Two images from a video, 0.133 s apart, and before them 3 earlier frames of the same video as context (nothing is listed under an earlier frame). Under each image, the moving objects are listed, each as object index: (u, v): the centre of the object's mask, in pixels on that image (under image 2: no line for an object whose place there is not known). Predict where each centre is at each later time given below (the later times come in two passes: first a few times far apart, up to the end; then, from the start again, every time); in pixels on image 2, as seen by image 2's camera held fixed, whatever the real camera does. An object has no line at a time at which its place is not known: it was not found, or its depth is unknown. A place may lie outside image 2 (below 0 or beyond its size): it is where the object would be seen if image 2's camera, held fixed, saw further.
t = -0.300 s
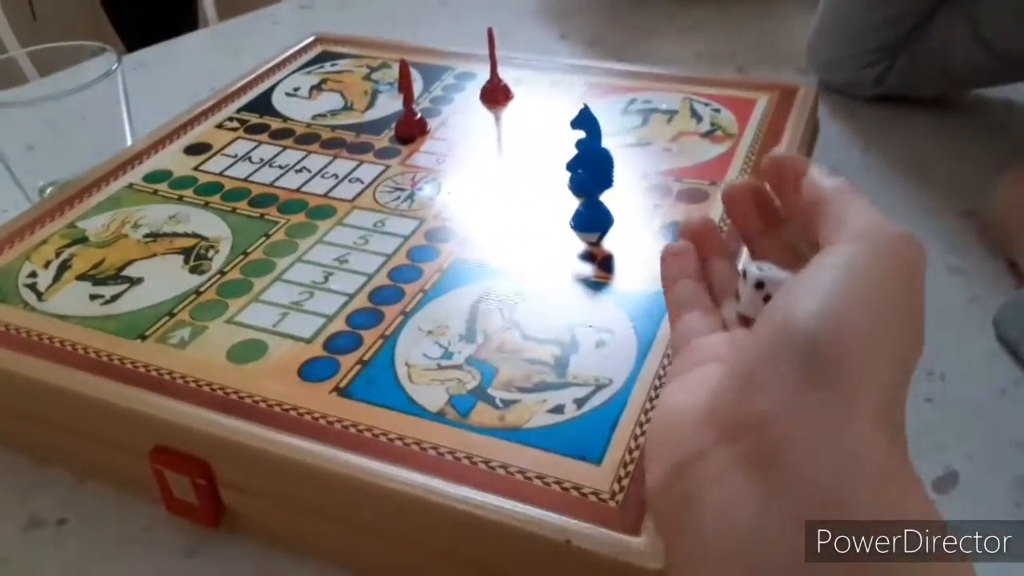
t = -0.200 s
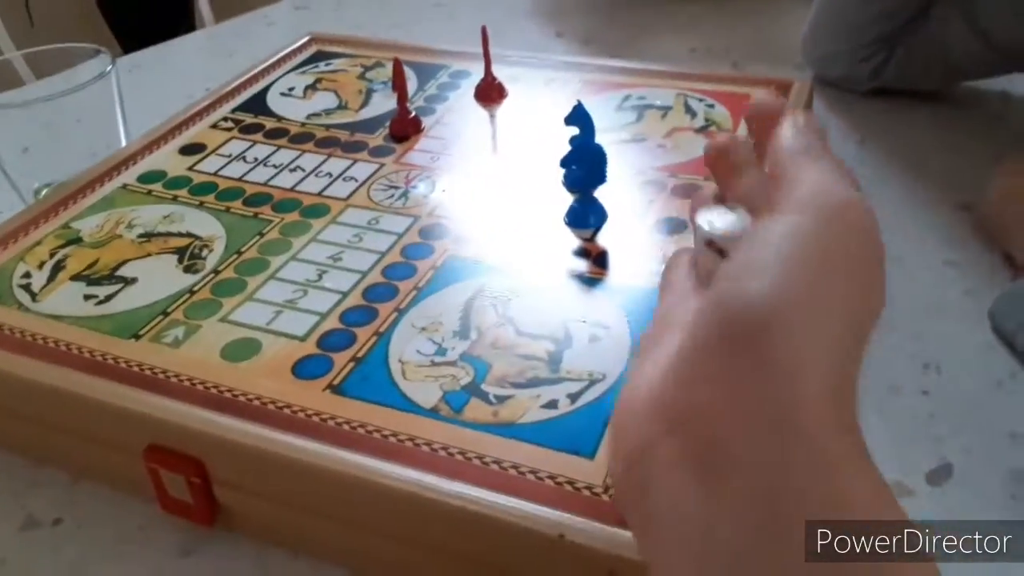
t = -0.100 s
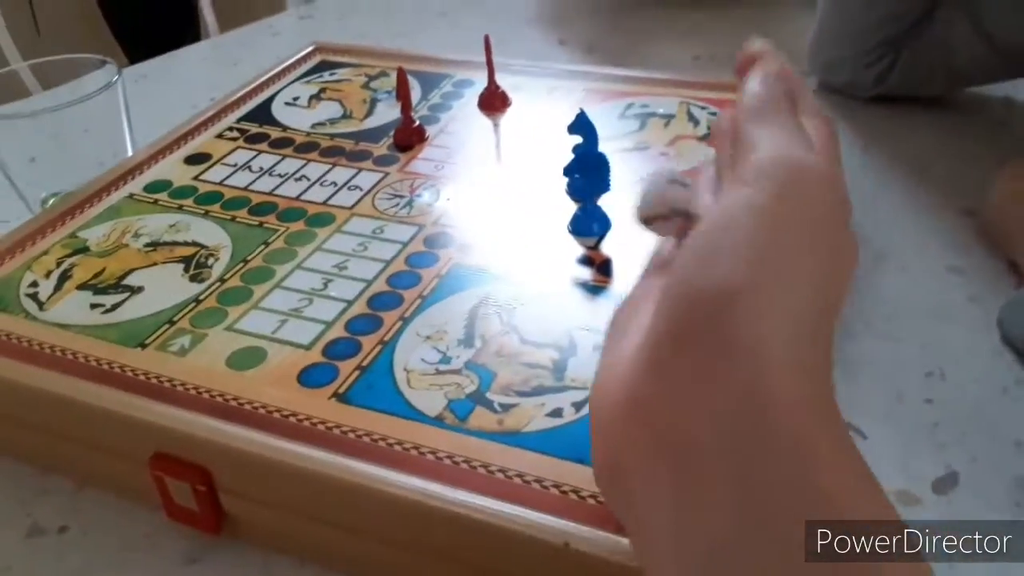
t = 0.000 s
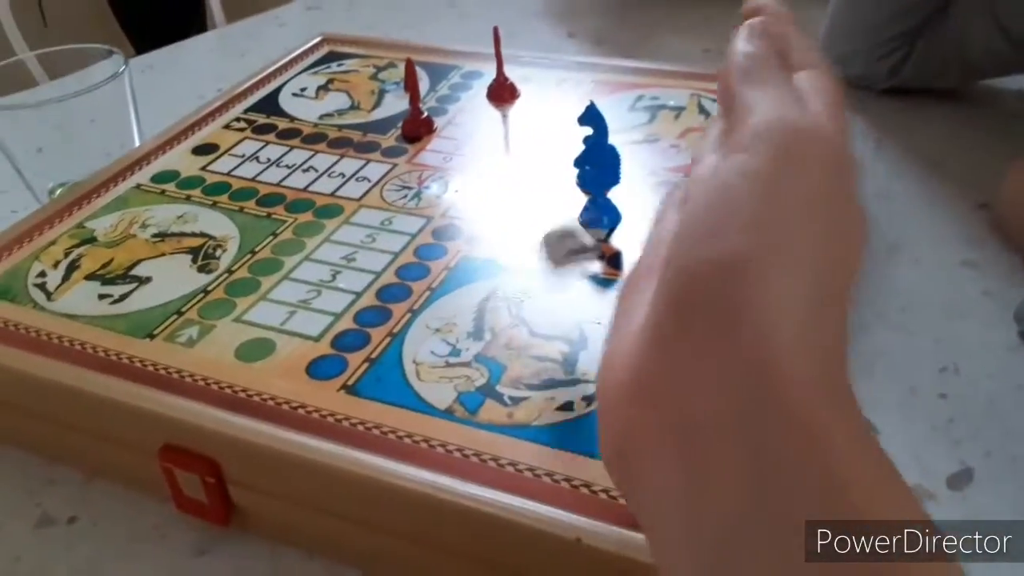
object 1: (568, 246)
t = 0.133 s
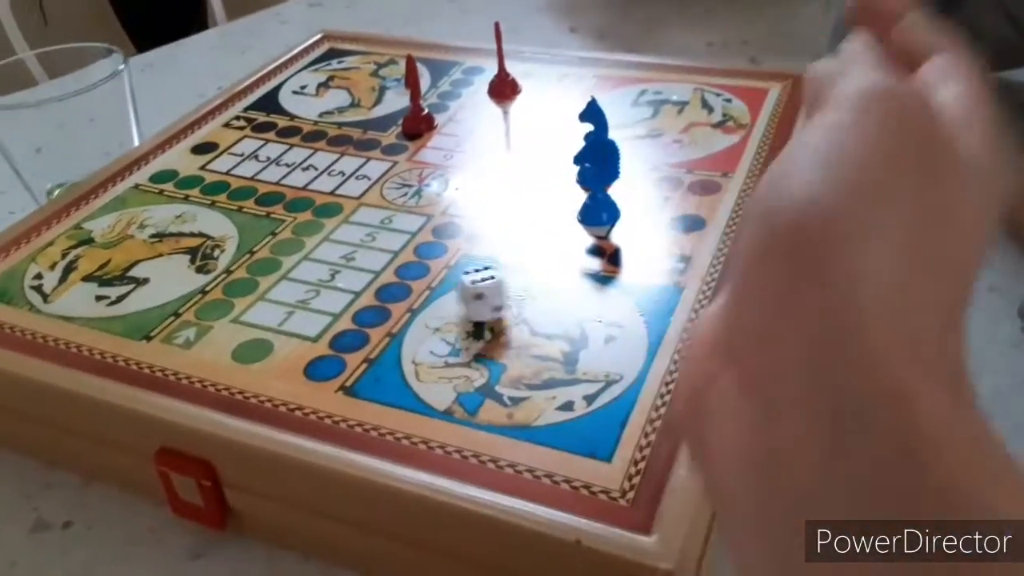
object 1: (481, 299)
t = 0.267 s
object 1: (465, 297)
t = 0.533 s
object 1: (465, 297)
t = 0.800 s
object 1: (465, 298)
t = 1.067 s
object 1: (465, 300)
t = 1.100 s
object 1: (466, 300)
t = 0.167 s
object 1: (473, 298)
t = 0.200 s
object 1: (467, 298)
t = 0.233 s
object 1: (464, 298)
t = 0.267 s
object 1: (465, 297)
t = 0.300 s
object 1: (465, 297)
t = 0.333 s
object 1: (464, 297)
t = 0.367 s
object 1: (464, 297)
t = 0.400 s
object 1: (464, 297)
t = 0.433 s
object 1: (464, 297)
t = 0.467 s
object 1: (464, 296)
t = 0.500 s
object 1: (465, 296)
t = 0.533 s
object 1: (465, 297)
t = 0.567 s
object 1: (465, 296)
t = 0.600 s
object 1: (465, 297)
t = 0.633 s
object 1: (465, 297)
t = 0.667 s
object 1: (465, 297)
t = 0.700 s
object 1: (465, 297)
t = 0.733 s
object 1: (465, 297)
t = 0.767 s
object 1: (464, 298)
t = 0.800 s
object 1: (465, 298)
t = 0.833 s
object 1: (465, 298)
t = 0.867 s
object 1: (465, 300)
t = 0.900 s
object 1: (464, 301)
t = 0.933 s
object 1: (463, 300)
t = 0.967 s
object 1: (463, 301)
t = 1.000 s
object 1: (465, 299)
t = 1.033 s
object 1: (465, 300)
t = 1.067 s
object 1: (465, 300)
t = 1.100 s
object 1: (466, 300)
